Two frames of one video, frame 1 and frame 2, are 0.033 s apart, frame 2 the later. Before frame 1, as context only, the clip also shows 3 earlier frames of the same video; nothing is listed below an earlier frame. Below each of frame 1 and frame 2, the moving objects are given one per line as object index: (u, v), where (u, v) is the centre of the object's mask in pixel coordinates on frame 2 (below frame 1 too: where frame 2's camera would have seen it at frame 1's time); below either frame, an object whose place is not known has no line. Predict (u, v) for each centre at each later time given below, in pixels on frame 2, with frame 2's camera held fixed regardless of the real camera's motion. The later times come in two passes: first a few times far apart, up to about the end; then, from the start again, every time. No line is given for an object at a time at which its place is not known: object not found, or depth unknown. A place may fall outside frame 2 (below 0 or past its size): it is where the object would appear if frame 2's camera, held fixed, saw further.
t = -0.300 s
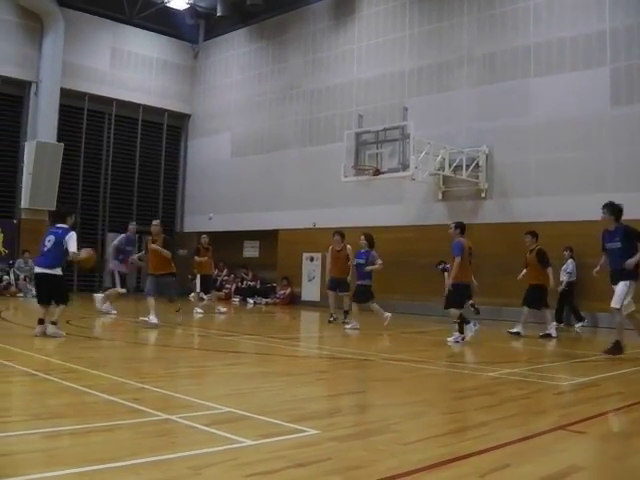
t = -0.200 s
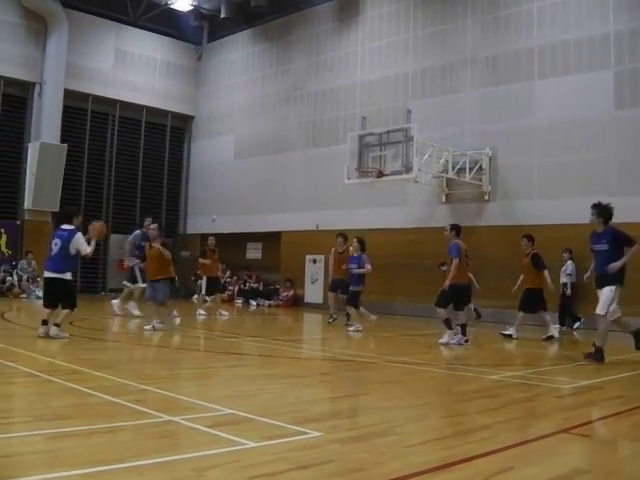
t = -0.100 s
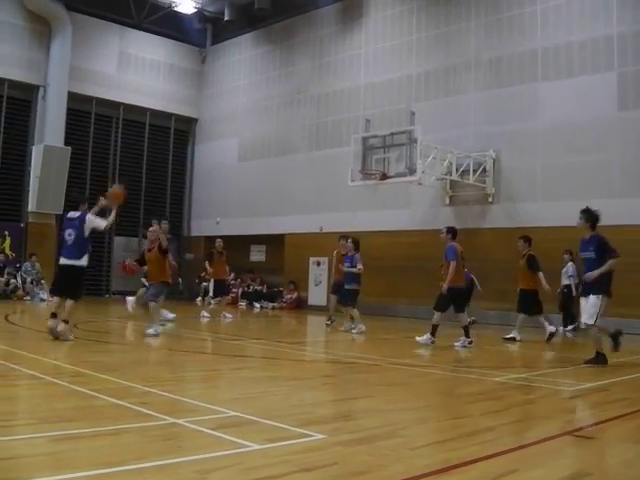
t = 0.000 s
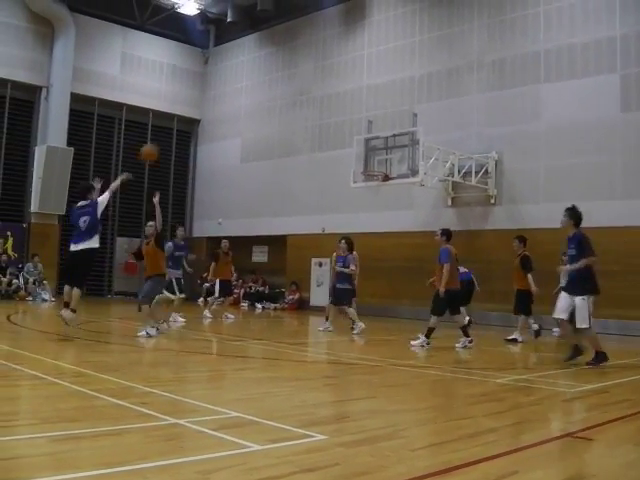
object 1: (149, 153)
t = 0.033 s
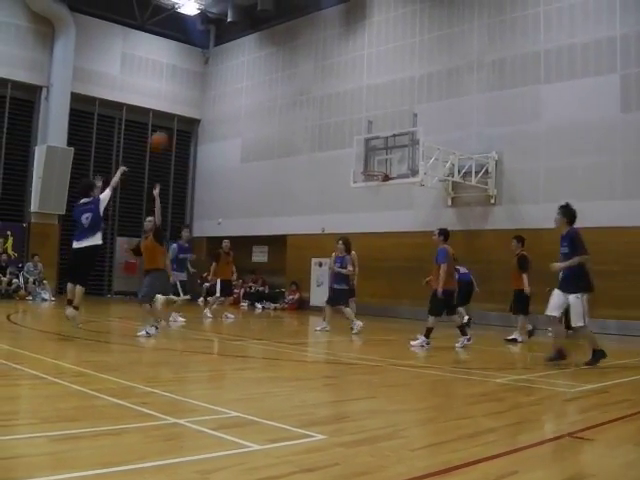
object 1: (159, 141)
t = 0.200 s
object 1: (203, 99)
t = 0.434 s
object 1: (256, 75)
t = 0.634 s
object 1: (292, 82)
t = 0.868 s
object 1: (328, 116)
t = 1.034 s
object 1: (349, 154)
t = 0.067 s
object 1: (168, 131)
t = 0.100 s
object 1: (178, 121)
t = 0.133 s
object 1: (186, 113)
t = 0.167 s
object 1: (195, 105)
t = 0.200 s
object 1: (203, 99)
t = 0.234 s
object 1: (211, 93)
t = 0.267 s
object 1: (219, 88)
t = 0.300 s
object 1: (227, 84)
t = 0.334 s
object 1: (235, 81)
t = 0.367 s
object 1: (242, 78)
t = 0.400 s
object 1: (249, 77)
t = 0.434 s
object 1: (256, 75)
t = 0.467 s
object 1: (262, 75)
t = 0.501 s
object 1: (268, 75)
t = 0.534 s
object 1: (275, 76)
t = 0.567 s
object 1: (281, 77)
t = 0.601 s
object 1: (287, 80)
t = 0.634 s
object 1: (292, 82)
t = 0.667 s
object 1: (297, 85)
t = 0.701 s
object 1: (303, 89)
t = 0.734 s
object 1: (308, 94)
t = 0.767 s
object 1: (313, 98)
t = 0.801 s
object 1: (318, 103)
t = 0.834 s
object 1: (323, 110)
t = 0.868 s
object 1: (328, 116)
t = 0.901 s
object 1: (332, 123)
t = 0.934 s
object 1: (337, 130)
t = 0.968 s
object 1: (341, 137)
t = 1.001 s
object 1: (345, 145)
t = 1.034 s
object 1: (349, 154)
